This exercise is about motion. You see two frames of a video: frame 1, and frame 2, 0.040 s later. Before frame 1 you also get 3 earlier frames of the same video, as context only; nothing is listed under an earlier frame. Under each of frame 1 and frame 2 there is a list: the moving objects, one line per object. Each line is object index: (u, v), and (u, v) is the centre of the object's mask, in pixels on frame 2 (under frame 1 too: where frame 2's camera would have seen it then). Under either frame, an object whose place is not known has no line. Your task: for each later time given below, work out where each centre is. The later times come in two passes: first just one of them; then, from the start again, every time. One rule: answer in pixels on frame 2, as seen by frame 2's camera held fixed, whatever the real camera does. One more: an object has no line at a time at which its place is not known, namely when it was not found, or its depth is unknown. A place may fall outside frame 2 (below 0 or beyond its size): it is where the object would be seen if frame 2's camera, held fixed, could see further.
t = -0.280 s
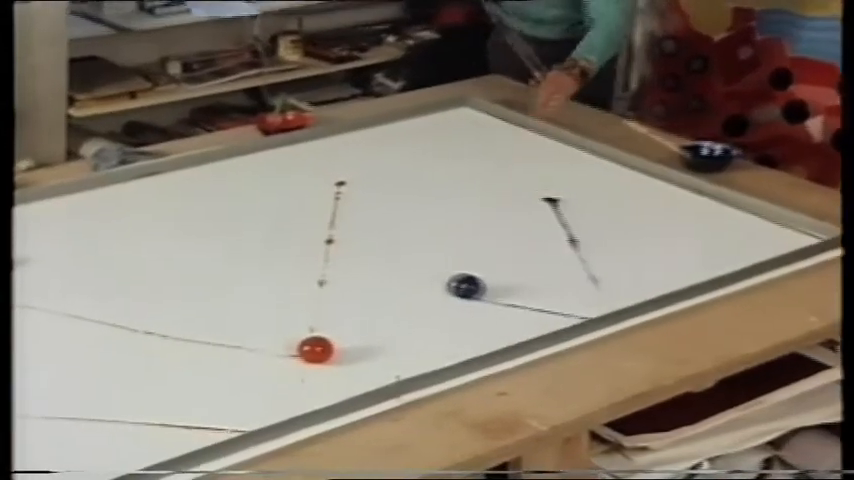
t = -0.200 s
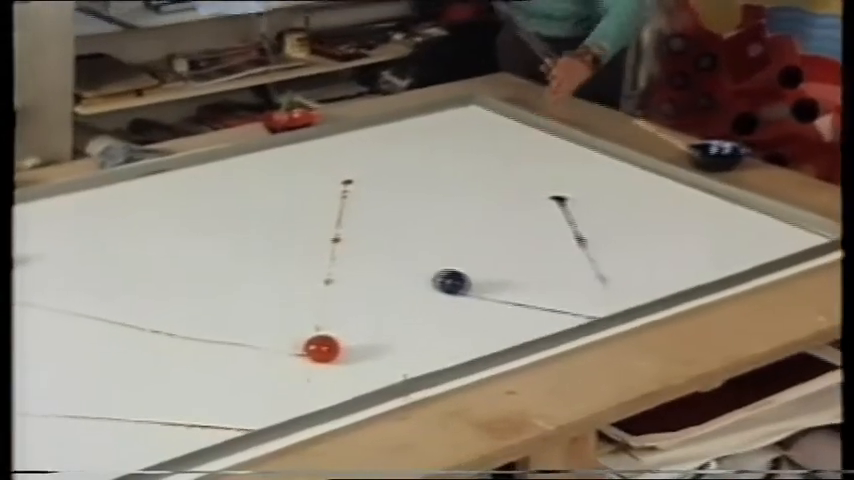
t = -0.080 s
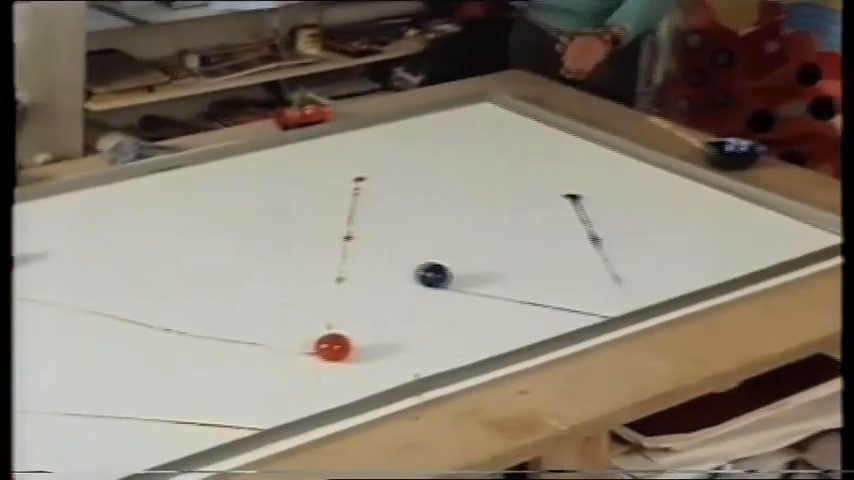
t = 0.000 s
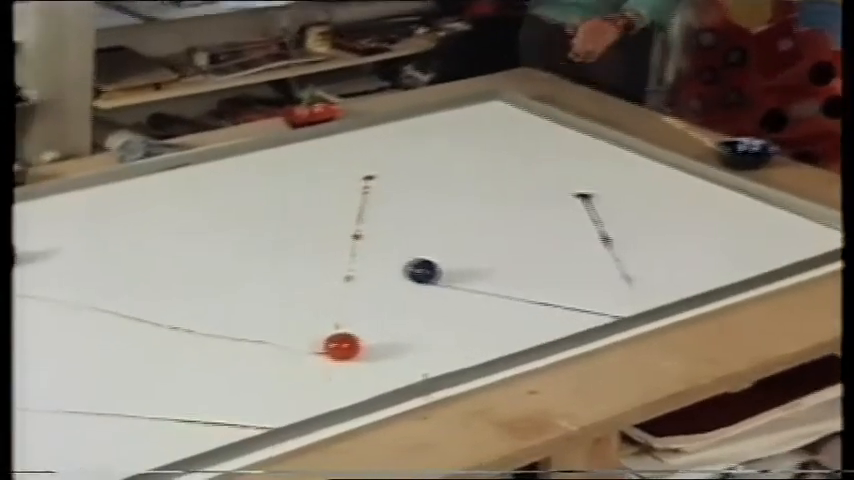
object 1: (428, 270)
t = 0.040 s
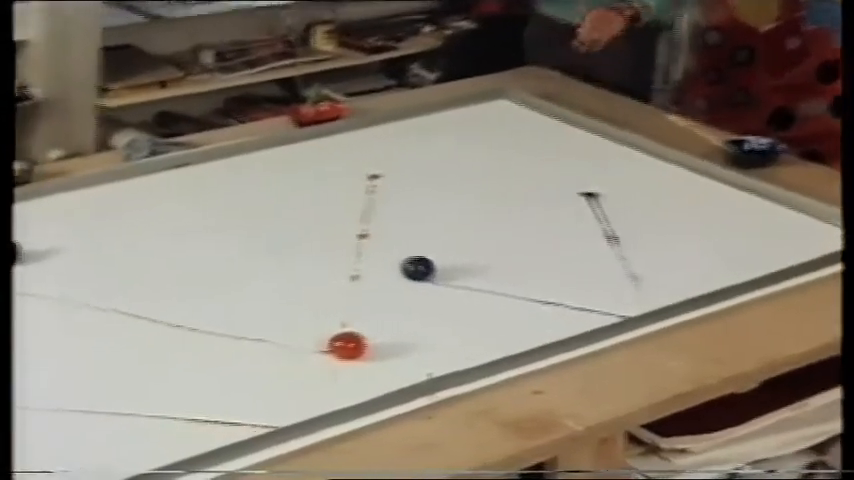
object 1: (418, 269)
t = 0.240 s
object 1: (371, 260)
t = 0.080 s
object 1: (408, 267)
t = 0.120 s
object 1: (399, 265)
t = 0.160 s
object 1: (389, 264)
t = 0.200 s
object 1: (380, 262)
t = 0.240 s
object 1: (371, 260)
